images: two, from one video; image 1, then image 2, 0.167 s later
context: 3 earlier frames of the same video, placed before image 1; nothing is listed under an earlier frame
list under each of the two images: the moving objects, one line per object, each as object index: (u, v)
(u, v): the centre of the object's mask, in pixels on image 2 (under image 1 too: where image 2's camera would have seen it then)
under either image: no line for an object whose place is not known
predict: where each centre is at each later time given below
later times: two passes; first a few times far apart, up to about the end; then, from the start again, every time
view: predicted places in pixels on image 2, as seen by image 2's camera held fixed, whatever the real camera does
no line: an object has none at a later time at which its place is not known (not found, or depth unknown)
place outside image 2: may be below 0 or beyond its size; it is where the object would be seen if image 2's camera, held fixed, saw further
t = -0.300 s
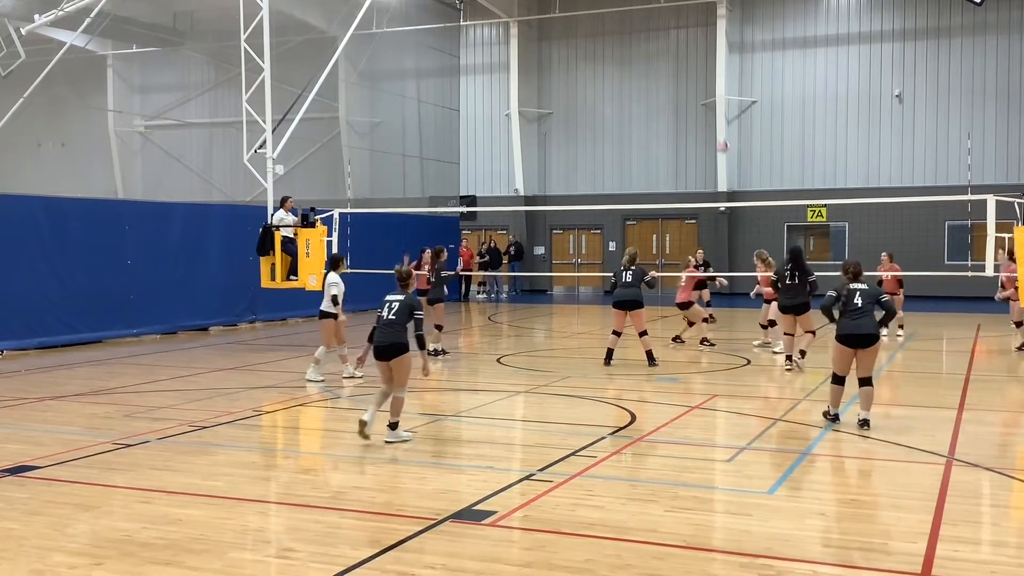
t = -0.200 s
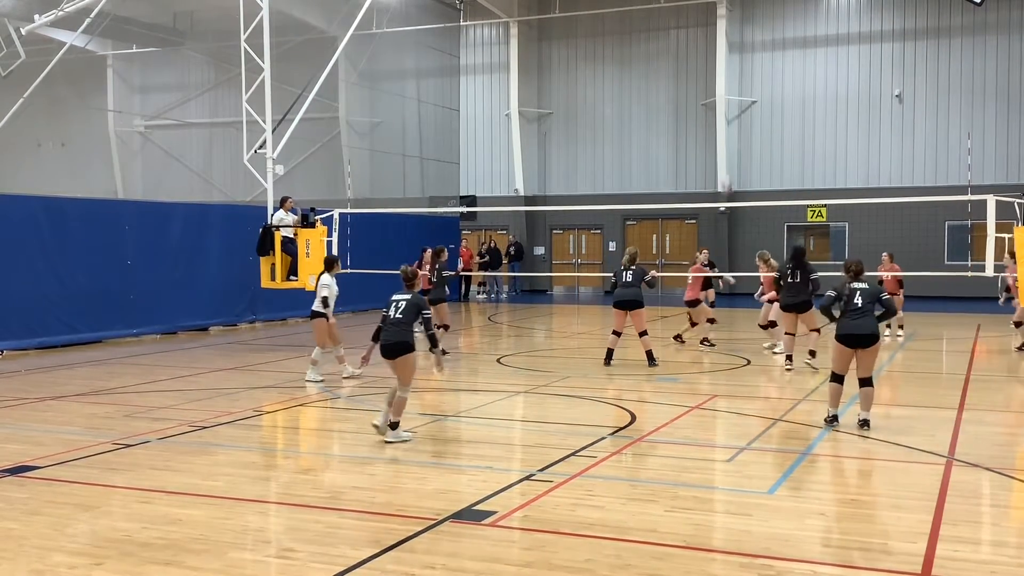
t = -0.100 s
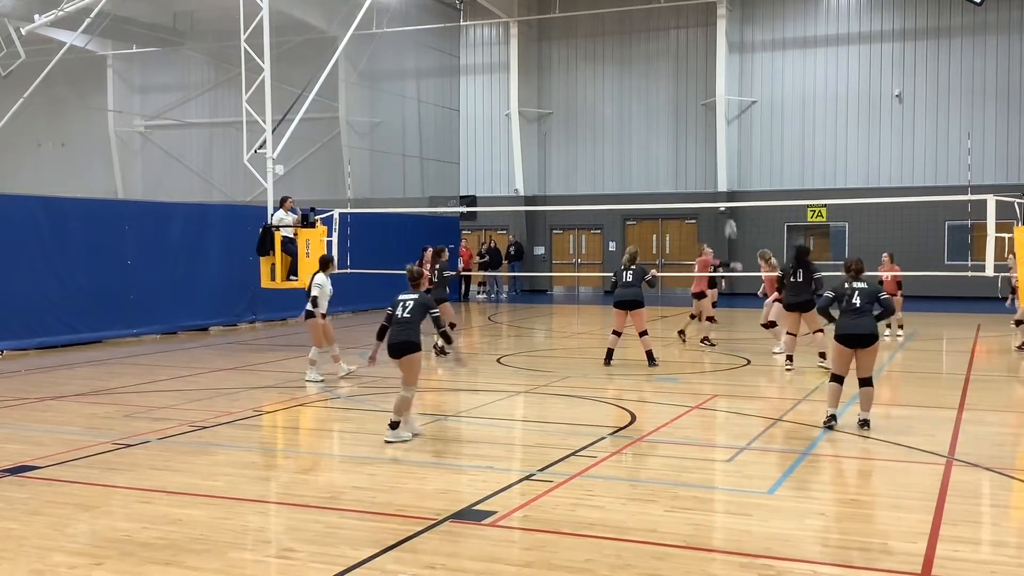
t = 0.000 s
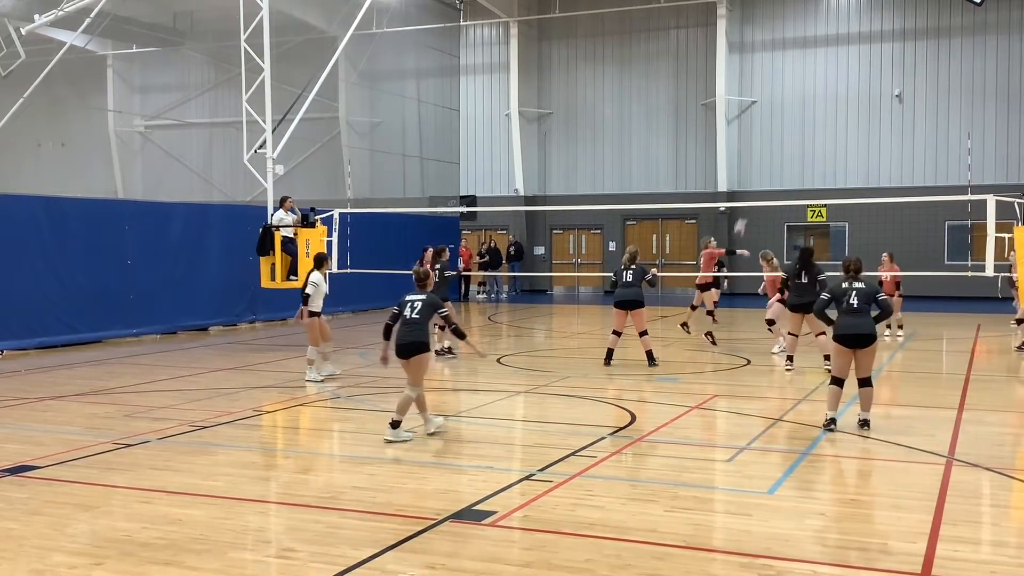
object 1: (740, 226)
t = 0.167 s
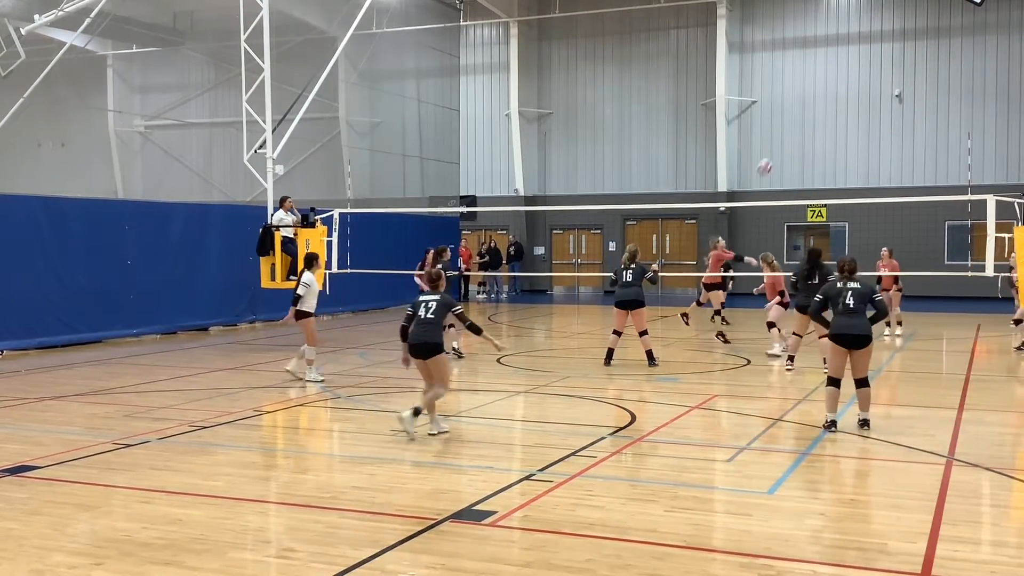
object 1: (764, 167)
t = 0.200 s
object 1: (769, 156)
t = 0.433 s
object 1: (803, 106)
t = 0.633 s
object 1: (832, 88)
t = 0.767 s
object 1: (850, 90)
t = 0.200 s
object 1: (769, 156)
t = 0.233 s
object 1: (774, 147)
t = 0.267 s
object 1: (779, 139)
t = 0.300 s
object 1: (783, 131)
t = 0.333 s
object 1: (788, 123)
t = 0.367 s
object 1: (793, 117)
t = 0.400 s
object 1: (798, 111)
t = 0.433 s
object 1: (803, 106)
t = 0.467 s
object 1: (807, 101)
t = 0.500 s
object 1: (811, 96)
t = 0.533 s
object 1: (817, 93)
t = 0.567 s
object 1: (822, 91)
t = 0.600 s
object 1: (827, 89)
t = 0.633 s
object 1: (832, 88)
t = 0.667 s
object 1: (836, 87)
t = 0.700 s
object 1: (841, 88)
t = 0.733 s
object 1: (845, 88)
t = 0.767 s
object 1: (850, 90)
